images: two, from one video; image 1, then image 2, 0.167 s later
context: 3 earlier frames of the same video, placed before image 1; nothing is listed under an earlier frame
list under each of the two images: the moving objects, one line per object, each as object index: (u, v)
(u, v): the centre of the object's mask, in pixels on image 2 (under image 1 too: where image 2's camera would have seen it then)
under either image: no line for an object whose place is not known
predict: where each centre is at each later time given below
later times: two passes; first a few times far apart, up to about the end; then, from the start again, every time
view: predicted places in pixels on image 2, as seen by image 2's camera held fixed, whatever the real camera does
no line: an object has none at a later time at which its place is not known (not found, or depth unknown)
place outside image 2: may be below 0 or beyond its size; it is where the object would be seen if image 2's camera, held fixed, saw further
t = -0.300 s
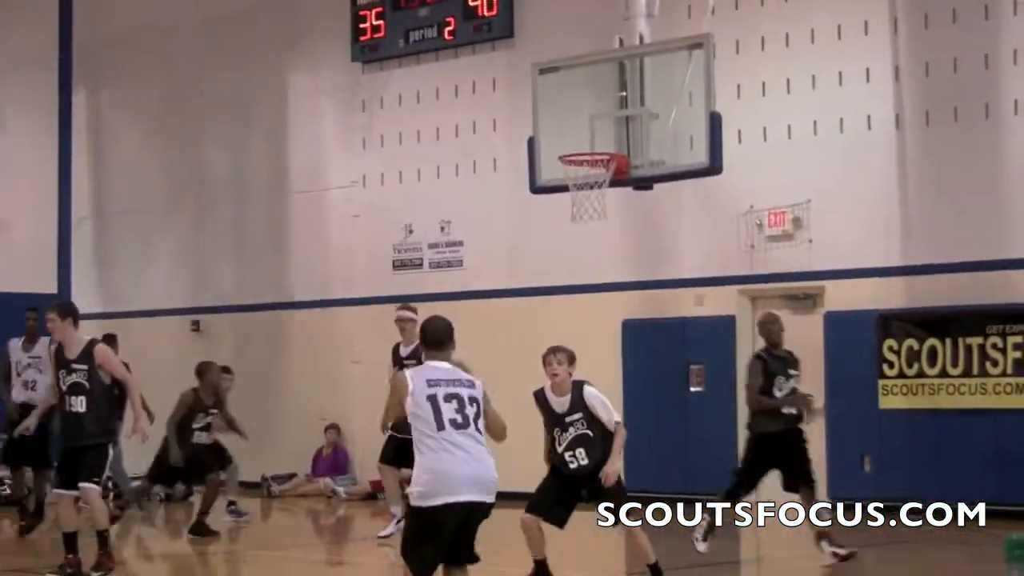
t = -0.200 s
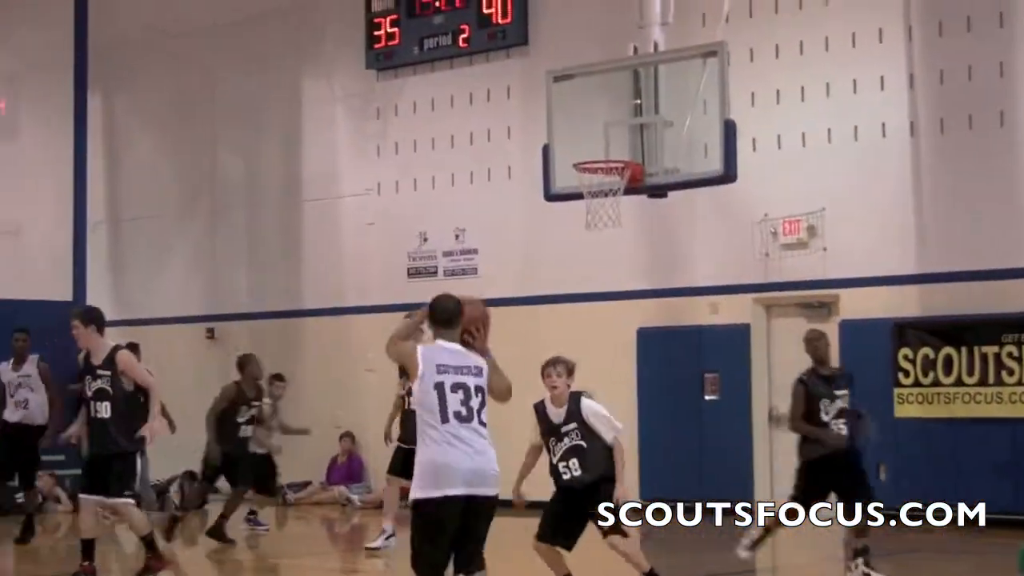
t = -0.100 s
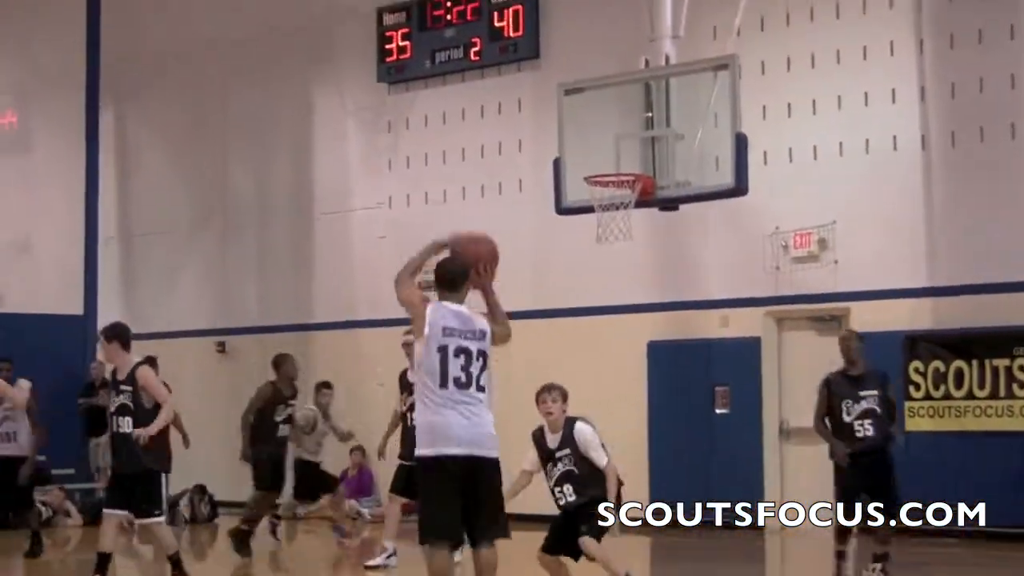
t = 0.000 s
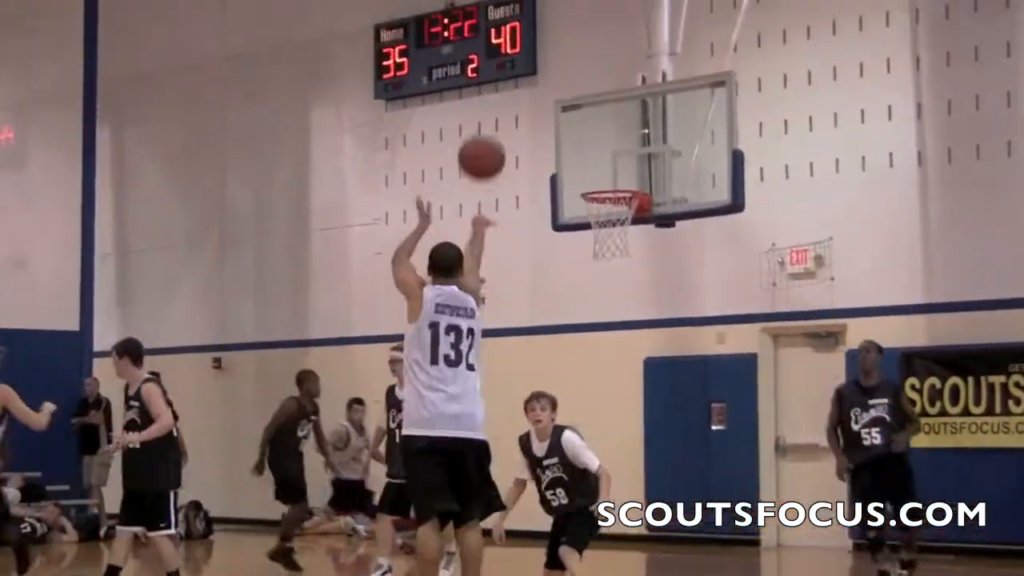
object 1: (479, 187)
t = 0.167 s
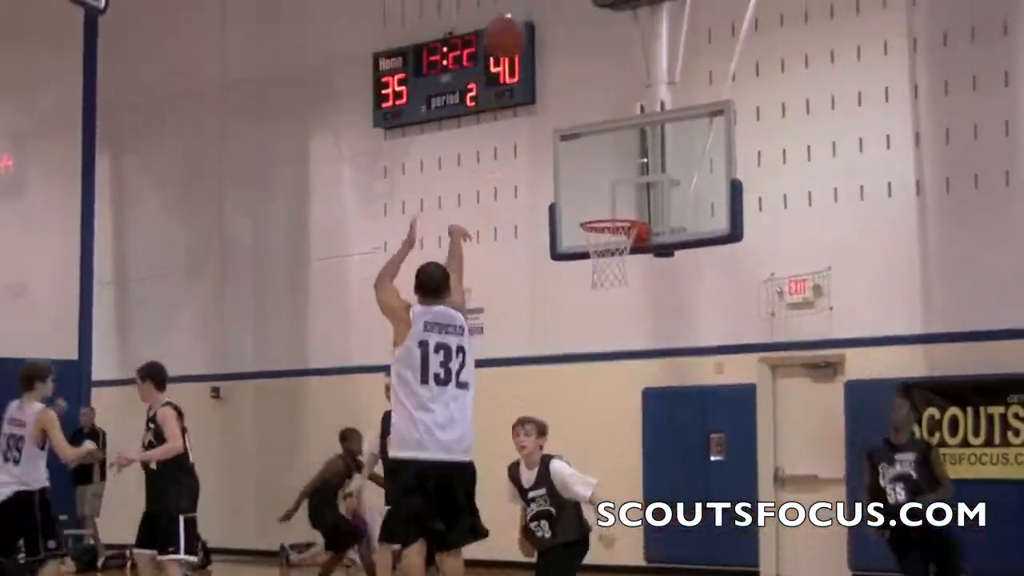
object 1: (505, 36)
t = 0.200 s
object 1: (510, 14)
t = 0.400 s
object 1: (536, -61)
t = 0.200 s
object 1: (510, 14)
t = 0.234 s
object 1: (514, -4)
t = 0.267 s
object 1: (519, -20)
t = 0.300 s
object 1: (524, -33)
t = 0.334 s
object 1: (528, -44)
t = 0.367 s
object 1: (532, -53)
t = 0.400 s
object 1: (536, -61)
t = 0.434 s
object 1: (540, -67)
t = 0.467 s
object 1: (544, -71)
